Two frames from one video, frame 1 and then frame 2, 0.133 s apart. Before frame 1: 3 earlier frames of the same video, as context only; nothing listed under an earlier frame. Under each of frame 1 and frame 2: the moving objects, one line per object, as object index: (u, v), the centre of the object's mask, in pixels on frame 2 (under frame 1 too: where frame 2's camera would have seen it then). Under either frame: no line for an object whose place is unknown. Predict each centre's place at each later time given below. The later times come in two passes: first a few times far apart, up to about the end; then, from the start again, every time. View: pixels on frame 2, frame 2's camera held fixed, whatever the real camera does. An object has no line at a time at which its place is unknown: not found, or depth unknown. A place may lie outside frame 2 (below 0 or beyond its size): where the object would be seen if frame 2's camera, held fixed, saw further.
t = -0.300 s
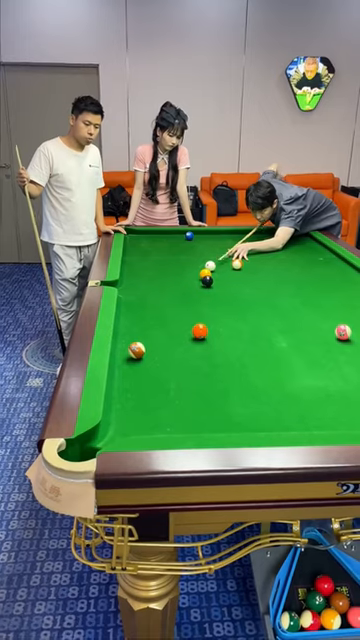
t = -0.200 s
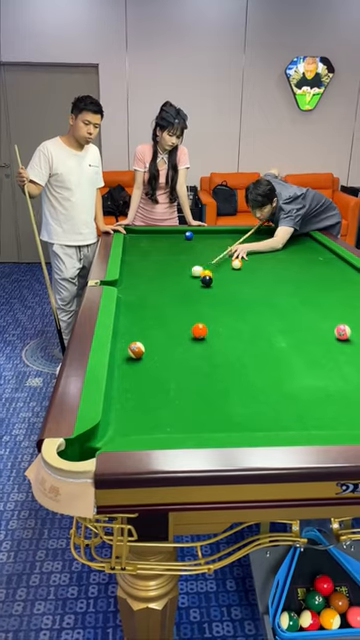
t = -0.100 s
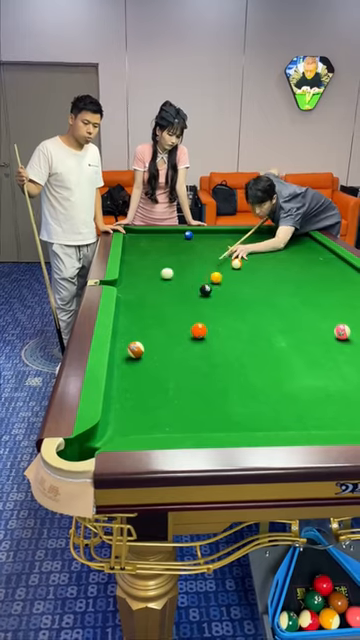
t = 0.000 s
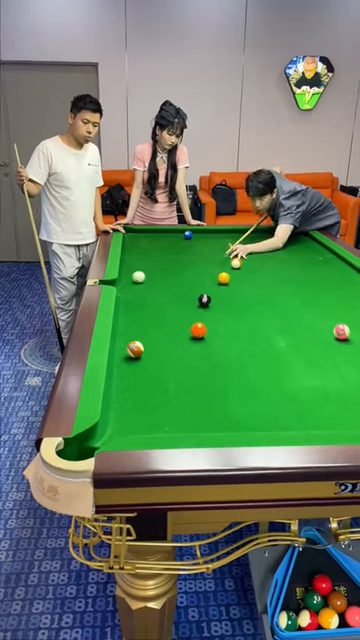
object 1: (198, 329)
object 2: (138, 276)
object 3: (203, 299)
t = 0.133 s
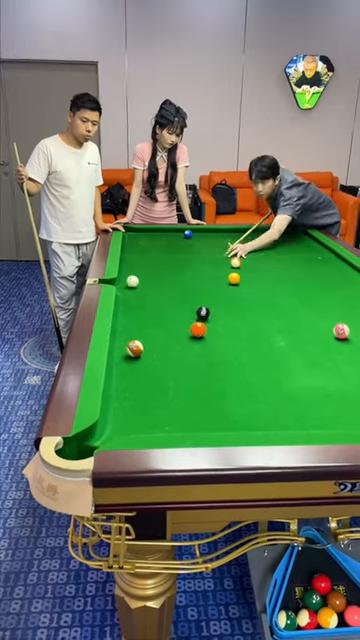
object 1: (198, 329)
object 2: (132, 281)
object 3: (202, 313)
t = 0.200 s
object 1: (198, 329)
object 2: (140, 284)
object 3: (203, 319)
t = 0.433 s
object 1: (183, 350)
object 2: (171, 294)
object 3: (214, 331)
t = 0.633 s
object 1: (168, 369)
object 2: (199, 303)
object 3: (226, 339)
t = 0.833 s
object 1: (151, 392)
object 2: (229, 313)
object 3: (238, 347)
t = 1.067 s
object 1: (126, 423)
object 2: (267, 326)
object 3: (252, 357)
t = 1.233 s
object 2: (298, 336)
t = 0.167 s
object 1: (198, 329)
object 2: (136, 282)
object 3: (202, 316)
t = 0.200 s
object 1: (198, 329)
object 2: (140, 284)
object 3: (203, 319)
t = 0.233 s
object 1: (198, 330)
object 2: (145, 285)
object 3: (204, 322)
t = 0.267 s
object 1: (195, 333)
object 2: (149, 287)
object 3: (205, 325)
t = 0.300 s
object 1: (192, 337)
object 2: (153, 288)
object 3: (207, 326)
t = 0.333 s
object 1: (189, 340)
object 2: (158, 290)
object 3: (209, 327)
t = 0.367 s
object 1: (187, 343)
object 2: (162, 291)
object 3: (210, 328)
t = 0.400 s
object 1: (185, 347)
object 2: (166, 293)
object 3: (212, 329)
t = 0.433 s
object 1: (183, 350)
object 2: (171, 294)
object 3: (214, 331)
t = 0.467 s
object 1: (180, 353)
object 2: (175, 296)
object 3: (216, 332)
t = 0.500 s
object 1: (178, 356)
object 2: (180, 297)
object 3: (218, 333)
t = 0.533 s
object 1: (175, 359)
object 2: (185, 299)
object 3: (220, 334)
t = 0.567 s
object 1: (173, 363)
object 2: (189, 300)
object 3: (222, 336)
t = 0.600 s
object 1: (170, 366)
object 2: (194, 302)
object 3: (224, 337)
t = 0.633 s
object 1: (168, 369)
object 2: (199, 303)
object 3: (226, 339)
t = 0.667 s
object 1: (165, 373)
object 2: (204, 305)
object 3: (228, 340)
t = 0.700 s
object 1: (162, 377)
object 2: (209, 306)
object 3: (230, 341)
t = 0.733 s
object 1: (159, 380)
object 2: (214, 308)
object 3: (232, 343)
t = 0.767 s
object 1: (157, 384)
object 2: (219, 310)
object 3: (234, 344)
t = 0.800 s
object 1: (154, 388)
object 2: (224, 312)
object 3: (235, 346)
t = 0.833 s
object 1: (151, 392)
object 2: (229, 313)
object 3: (238, 347)
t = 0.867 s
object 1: (147, 396)
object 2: (234, 315)
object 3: (240, 348)
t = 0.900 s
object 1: (144, 401)
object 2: (240, 317)
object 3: (242, 349)
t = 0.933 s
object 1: (141, 405)
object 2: (245, 319)
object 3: (244, 351)
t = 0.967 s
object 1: (137, 409)
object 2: (250, 321)
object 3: (246, 352)
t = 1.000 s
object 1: (134, 414)
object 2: (256, 322)
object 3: (248, 354)
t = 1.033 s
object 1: (130, 419)
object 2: (262, 324)
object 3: (250, 355)
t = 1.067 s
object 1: (126, 423)
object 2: (267, 326)
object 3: (252, 357)
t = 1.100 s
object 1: (122, 427)
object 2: (274, 328)
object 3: (254, 358)
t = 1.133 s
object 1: (118, 431)
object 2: (279, 330)
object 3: (256, 360)
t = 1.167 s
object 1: (112, 433)
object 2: (285, 332)
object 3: (258, 361)
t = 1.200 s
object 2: (291, 334)
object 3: (260, 362)
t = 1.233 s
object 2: (298, 336)
